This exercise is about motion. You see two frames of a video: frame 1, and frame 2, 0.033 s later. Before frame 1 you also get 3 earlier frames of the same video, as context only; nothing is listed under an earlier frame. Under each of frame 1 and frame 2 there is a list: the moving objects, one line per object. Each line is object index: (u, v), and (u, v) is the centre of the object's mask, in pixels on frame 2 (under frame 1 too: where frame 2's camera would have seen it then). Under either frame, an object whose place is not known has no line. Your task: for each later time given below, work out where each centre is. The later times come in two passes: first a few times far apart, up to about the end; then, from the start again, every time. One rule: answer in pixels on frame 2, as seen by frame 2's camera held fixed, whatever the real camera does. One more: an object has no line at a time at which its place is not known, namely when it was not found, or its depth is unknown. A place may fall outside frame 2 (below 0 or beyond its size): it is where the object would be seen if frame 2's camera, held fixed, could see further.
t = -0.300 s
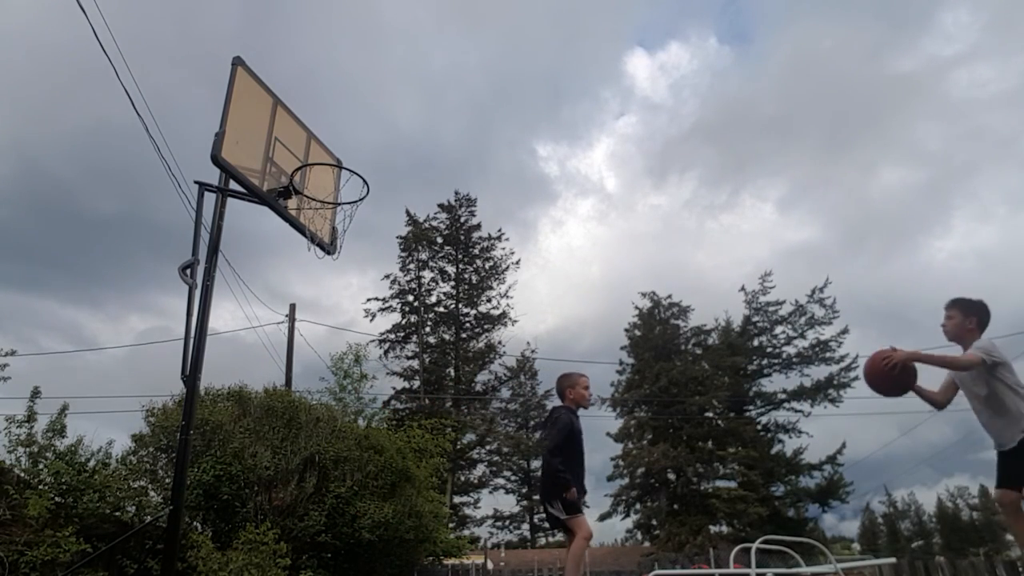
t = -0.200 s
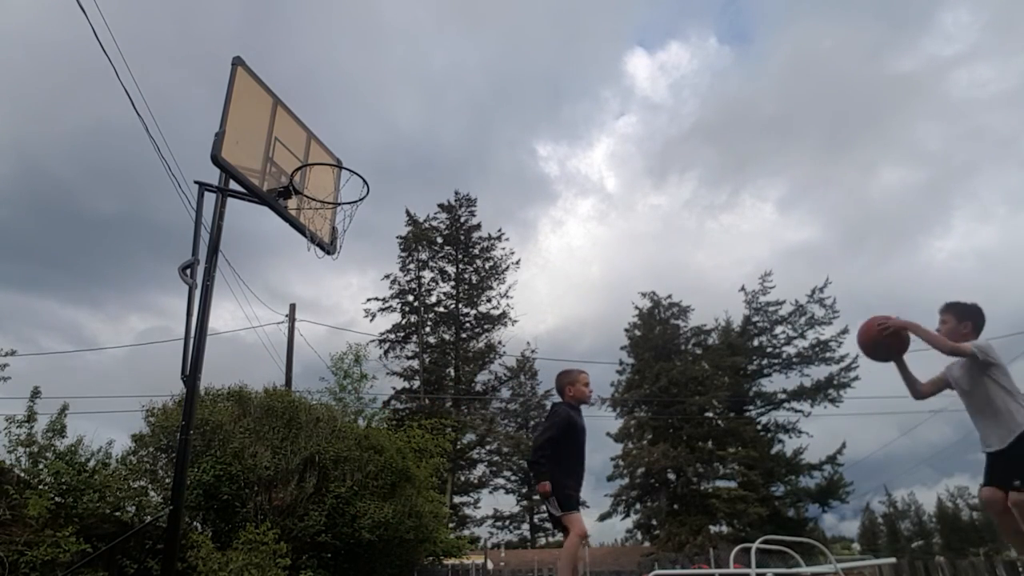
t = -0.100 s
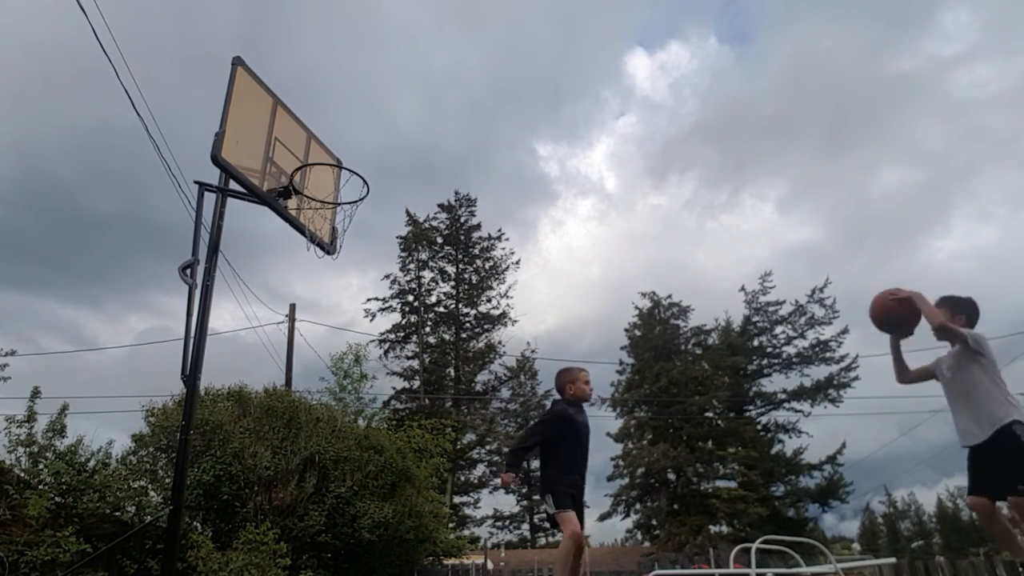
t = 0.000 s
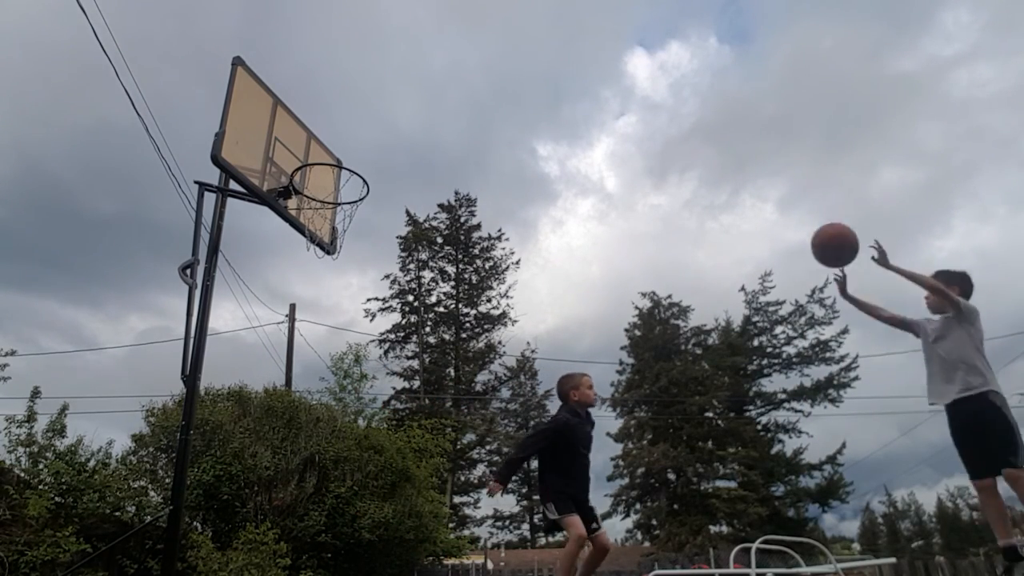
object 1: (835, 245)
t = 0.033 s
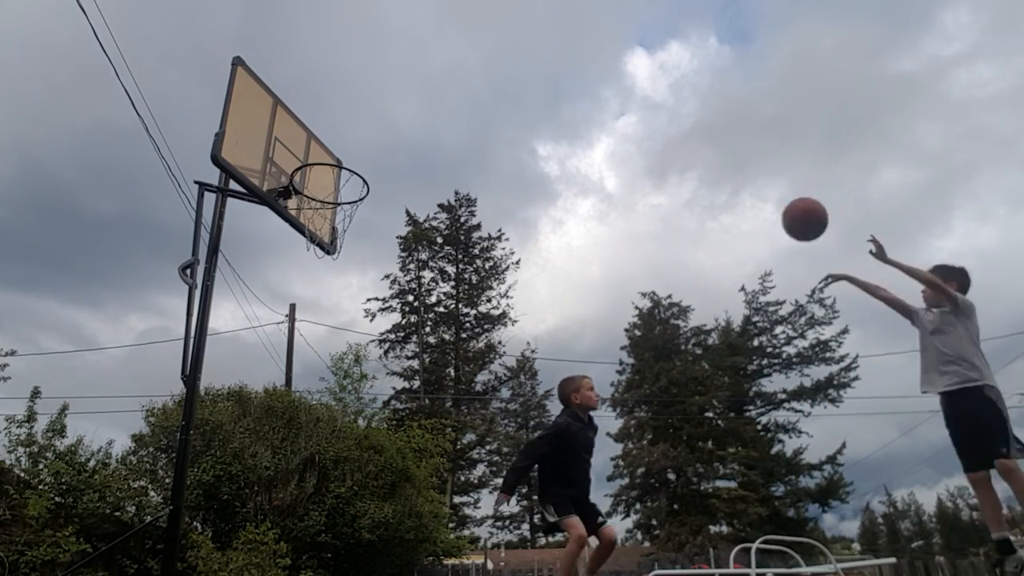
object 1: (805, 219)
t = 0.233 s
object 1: (652, 115)
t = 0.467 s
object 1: (506, 79)
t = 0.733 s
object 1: (355, 124)
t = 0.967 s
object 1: (299, 158)
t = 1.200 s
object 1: (345, 184)
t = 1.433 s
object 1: (338, 178)
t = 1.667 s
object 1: (305, 203)
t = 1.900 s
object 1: (309, 260)
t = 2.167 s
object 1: (308, 418)
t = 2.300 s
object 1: (305, 546)
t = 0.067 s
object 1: (777, 196)
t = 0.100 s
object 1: (749, 175)
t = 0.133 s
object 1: (724, 157)
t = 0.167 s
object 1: (699, 141)
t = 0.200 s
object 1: (675, 127)
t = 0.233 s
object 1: (652, 115)
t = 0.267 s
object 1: (629, 105)
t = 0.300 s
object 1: (608, 97)
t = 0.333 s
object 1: (587, 90)
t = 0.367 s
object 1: (566, 85)
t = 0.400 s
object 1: (546, 81)
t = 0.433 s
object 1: (526, 79)
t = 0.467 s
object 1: (506, 79)
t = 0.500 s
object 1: (487, 79)
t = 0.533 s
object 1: (468, 81)
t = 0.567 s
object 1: (449, 85)
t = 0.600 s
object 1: (430, 90)
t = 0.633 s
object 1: (411, 96)
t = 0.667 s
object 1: (392, 104)
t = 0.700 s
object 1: (374, 114)
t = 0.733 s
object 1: (355, 124)
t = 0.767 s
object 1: (336, 137)
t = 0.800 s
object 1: (316, 150)
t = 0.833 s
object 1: (307, 155)
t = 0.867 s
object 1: (304, 154)
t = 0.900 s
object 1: (302, 154)
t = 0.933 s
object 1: (299, 156)
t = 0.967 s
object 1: (299, 158)
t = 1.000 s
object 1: (307, 159)
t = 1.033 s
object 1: (314, 160)
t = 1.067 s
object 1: (321, 163)
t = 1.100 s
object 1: (328, 168)
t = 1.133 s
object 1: (334, 173)
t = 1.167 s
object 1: (341, 181)
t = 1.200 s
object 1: (345, 184)
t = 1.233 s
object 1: (349, 184)
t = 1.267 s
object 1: (352, 184)
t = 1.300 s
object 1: (352, 182)
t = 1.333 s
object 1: (352, 181)
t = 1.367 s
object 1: (348, 179)
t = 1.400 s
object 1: (345, 178)
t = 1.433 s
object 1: (338, 178)
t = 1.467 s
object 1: (331, 180)
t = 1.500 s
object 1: (325, 183)
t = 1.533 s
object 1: (319, 185)
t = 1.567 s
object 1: (315, 188)
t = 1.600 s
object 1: (311, 192)
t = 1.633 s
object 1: (307, 198)
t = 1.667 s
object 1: (305, 203)
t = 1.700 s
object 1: (305, 208)
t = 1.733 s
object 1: (303, 214)
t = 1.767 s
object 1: (305, 222)
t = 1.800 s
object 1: (306, 230)
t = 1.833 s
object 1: (307, 238)
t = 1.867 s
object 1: (308, 248)
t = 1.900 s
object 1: (309, 260)
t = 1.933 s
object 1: (309, 273)
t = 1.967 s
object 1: (310, 288)
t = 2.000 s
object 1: (310, 305)
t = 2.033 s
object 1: (311, 324)
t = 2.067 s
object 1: (310, 344)
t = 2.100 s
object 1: (310, 367)
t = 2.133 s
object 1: (309, 391)
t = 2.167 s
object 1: (308, 418)
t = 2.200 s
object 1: (309, 446)
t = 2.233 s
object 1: (307, 477)
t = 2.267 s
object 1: (306, 511)
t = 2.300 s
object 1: (305, 546)
